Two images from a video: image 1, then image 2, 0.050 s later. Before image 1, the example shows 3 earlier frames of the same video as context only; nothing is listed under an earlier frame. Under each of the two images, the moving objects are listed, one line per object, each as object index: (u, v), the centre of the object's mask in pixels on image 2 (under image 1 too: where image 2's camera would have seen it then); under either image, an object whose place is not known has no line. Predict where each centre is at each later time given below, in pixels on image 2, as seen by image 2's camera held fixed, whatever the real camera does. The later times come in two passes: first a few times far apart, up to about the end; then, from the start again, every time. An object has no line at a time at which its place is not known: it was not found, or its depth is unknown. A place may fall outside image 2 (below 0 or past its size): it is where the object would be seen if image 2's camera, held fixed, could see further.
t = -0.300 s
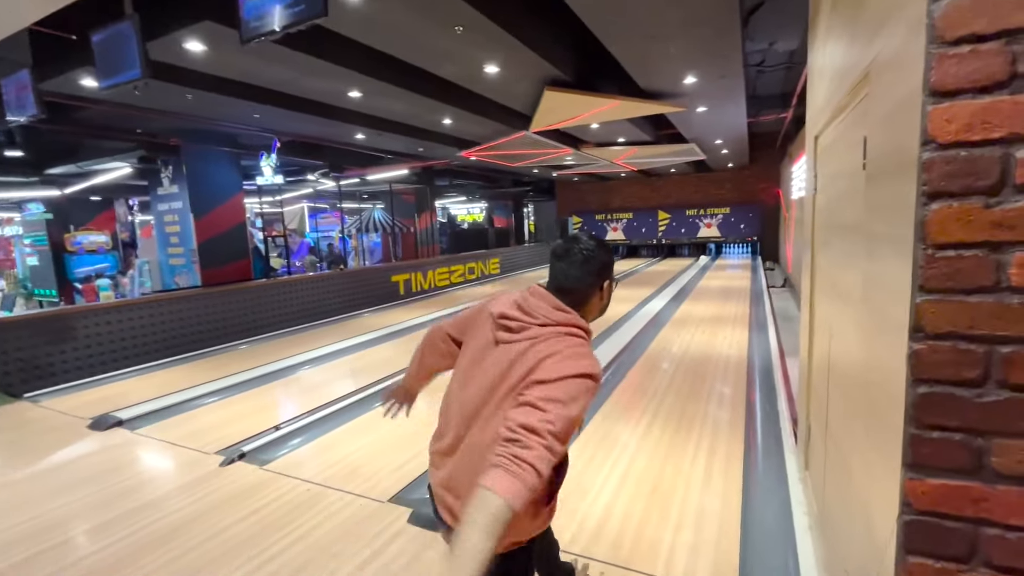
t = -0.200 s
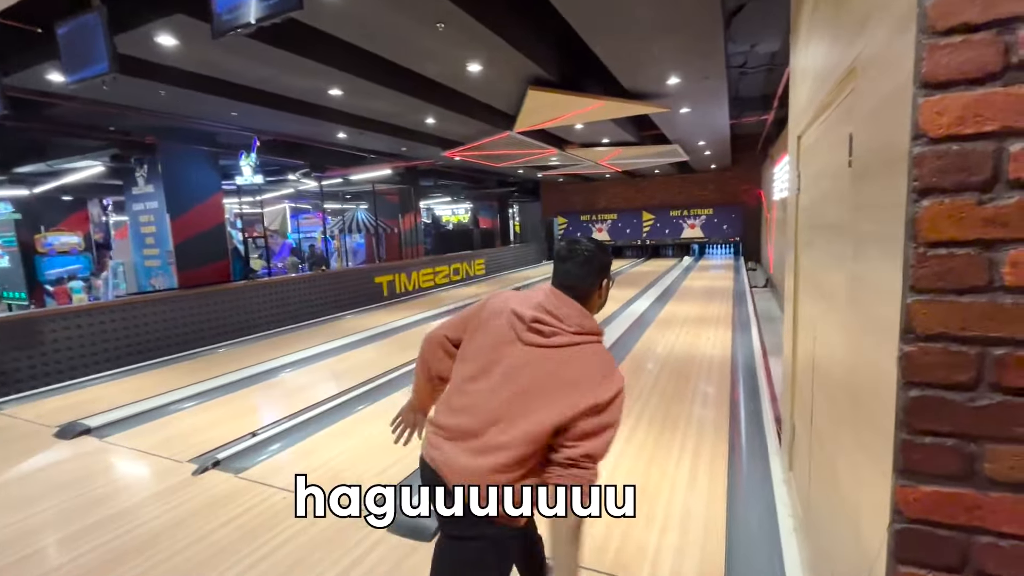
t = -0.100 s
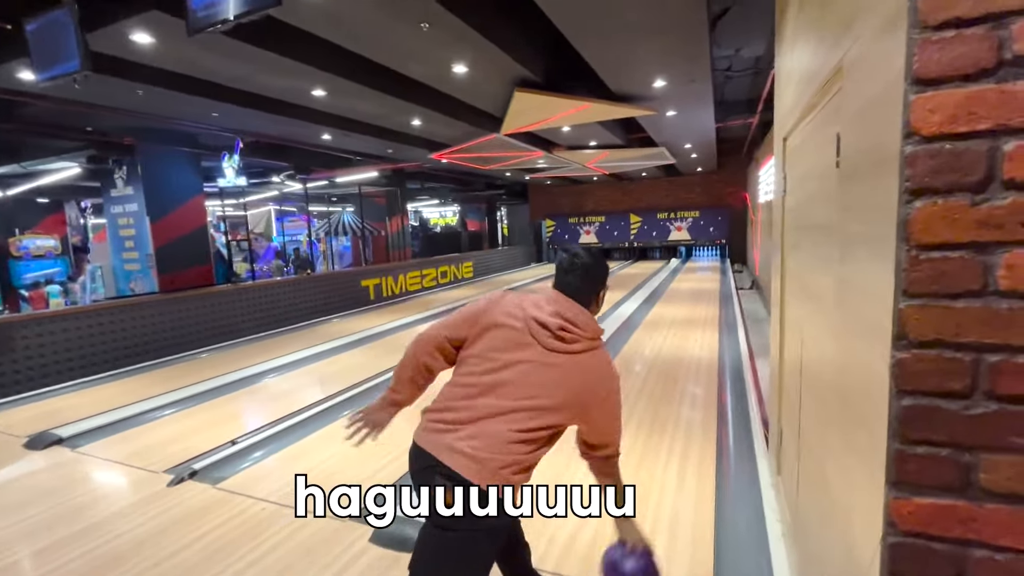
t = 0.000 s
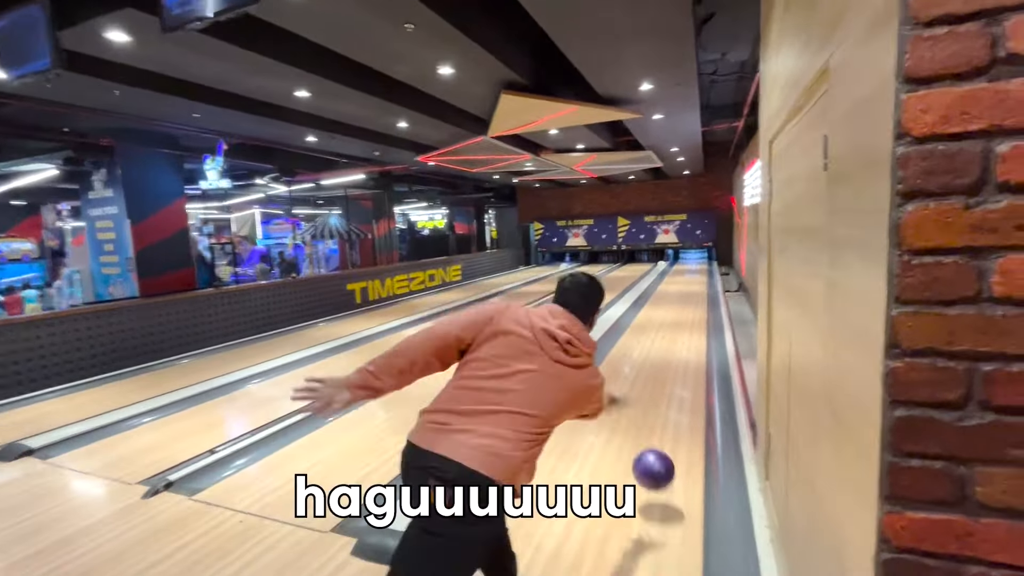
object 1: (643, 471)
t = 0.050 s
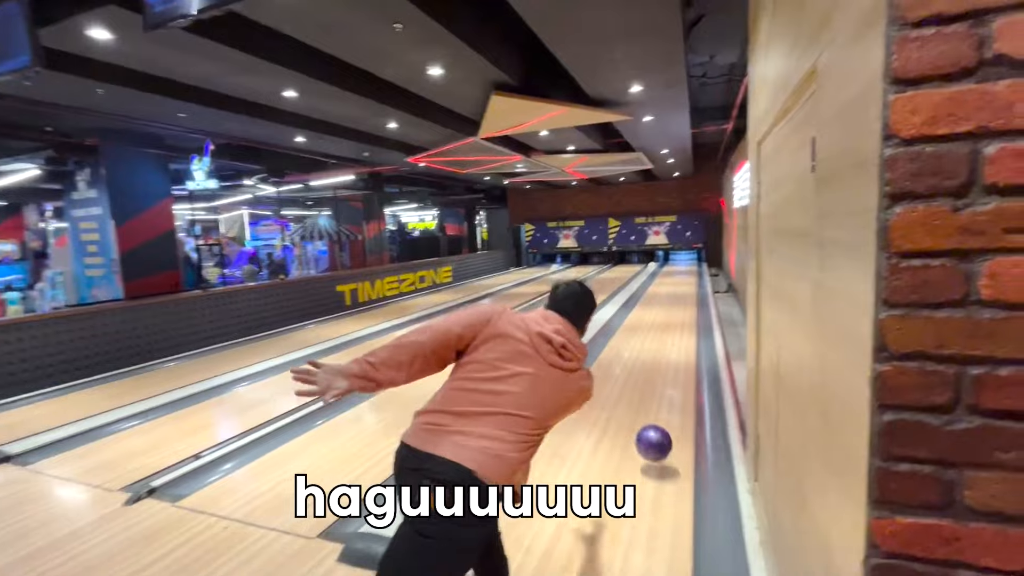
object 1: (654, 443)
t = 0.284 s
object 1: (677, 364)
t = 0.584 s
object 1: (690, 317)
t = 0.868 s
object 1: (694, 295)
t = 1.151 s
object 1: (698, 281)
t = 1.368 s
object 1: (700, 276)
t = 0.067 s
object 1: (656, 436)
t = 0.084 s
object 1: (659, 430)
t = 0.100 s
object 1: (661, 426)
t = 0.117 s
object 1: (664, 420)
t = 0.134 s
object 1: (665, 412)
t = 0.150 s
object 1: (667, 405)
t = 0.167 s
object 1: (669, 398)
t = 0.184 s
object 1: (670, 393)
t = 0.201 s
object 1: (672, 387)
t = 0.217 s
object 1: (673, 382)
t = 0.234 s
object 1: (674, 377)
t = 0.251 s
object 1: (675, 373)
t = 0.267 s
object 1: (676, 368)
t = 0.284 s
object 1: (677, 364)
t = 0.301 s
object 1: (679, 360)
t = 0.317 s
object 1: (680, 356)
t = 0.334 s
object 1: (680, 353)
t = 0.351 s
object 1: (681, 350)
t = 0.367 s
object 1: (682, 347)
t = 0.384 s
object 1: (683, 344)
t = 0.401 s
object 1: (684, 341)
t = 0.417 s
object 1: (684, 338)
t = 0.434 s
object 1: (685, 336)
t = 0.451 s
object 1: (686, 333)
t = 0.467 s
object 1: (687, 331)
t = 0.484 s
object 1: (687, 329)
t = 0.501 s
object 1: (687, 327)
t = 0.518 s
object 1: (688, 324)
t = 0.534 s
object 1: (689, 322)
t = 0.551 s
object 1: (689, 320)
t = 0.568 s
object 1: (689, 319)
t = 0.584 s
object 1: (690, 317)
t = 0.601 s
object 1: (690, 315)
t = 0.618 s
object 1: (691, 313)
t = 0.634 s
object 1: (691, 312)
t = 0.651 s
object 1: (691, 310)
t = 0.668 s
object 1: (691, 309)
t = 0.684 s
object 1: (691, 308)
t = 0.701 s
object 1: (692, 306)
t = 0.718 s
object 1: (692, 305)
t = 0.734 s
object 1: (693, 303)
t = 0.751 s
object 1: (693, 302)
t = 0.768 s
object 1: (694, 301)
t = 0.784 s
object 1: (694, 300)
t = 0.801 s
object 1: (694, 299)
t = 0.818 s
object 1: (694, 297)
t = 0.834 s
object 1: (694, 297)
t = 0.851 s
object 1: (694, 295)
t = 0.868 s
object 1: (694, 295)
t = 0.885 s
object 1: (695, 294)
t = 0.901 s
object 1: (695, 292)
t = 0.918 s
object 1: (695, 291)
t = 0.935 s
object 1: (695, 291)
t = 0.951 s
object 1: (695, 290)
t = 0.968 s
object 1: (695, 289)
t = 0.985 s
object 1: (696, 288)
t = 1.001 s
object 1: (696, 287)
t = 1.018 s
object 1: (696, 286)
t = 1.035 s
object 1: (696, 286)
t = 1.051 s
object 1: (696, 285)
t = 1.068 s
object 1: (696, 284)
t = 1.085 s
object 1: (697, 284)
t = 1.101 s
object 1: (696, 283)
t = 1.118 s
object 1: (697, 282)
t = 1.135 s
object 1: (697, 282)
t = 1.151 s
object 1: (698, 281)
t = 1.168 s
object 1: (698, 280)
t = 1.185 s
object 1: (698, 280)
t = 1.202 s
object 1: (698, 280)
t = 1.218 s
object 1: (698, 279)
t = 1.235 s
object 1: (699, 279)
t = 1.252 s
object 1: (700, 278)
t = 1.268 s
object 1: (700, 278)
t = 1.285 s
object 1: (700, 278)
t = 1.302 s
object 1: (701, 278)
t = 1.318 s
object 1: (701, 277)
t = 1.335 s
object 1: (701, 277)
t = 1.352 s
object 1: (700, 276)
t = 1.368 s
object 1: (700, 276)
